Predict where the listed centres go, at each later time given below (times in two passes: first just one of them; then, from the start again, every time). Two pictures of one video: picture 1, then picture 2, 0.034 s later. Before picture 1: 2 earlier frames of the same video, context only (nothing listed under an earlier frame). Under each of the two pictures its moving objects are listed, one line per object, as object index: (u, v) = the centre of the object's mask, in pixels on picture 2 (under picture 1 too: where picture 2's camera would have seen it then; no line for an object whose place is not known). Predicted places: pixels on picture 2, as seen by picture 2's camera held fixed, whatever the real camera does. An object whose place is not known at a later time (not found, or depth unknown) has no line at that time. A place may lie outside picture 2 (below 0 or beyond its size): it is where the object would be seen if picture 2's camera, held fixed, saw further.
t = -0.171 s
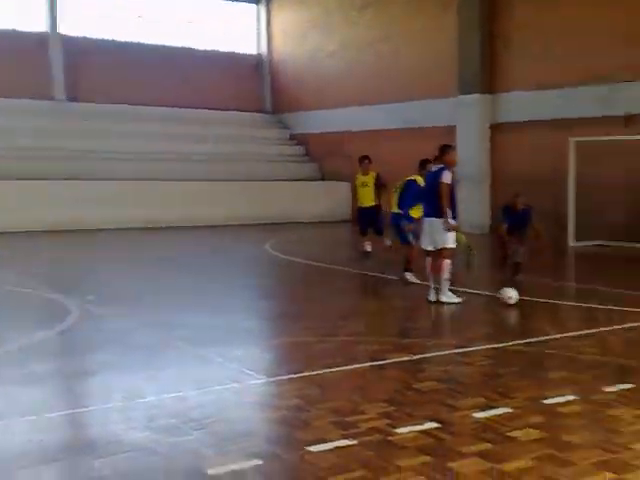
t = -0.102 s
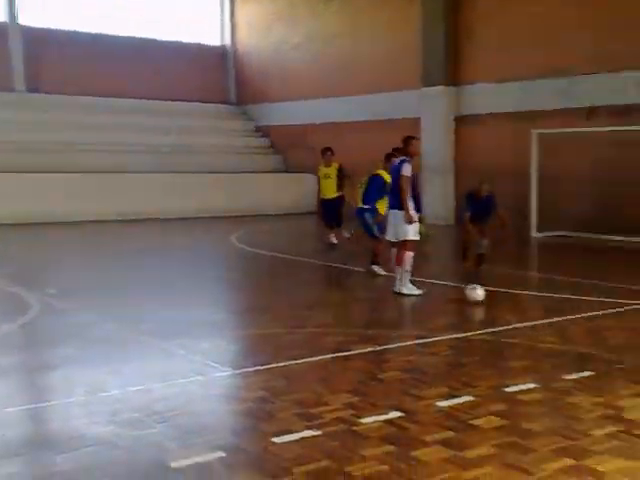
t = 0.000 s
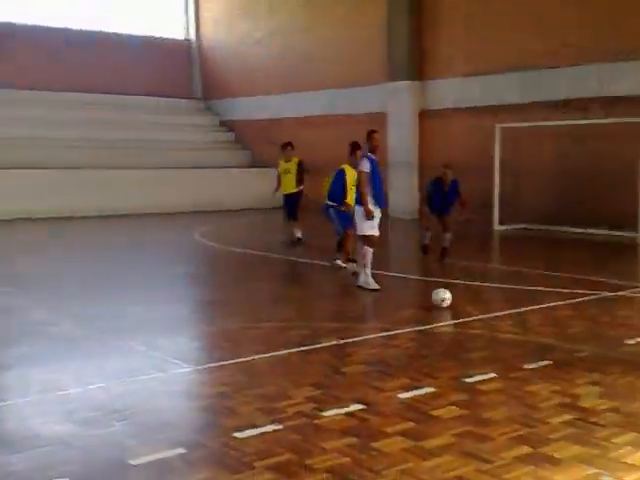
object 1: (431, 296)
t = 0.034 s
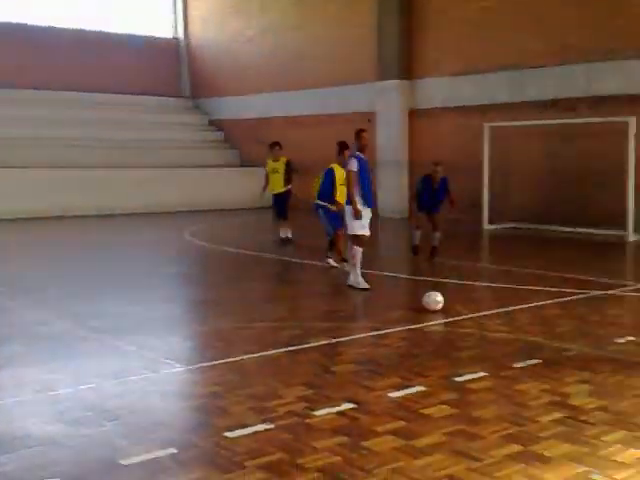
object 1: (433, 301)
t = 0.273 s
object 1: (445, 330)
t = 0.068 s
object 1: (434, 304)
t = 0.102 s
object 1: (435, 308)
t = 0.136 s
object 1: (438, 312)
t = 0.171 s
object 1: (439, 317)
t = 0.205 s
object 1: (441, 321)
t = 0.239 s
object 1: (443, 326)
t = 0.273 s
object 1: (445, 330)
